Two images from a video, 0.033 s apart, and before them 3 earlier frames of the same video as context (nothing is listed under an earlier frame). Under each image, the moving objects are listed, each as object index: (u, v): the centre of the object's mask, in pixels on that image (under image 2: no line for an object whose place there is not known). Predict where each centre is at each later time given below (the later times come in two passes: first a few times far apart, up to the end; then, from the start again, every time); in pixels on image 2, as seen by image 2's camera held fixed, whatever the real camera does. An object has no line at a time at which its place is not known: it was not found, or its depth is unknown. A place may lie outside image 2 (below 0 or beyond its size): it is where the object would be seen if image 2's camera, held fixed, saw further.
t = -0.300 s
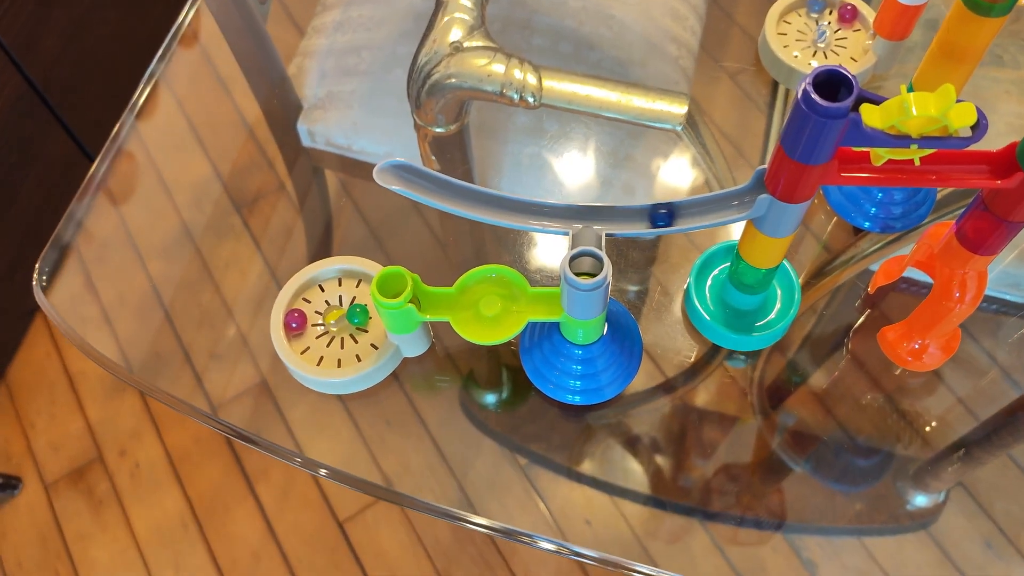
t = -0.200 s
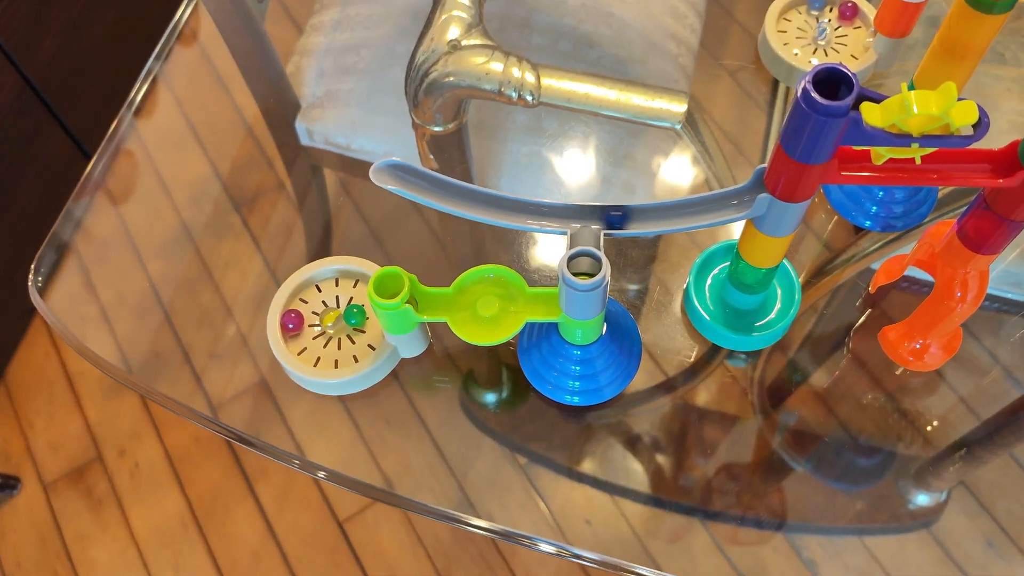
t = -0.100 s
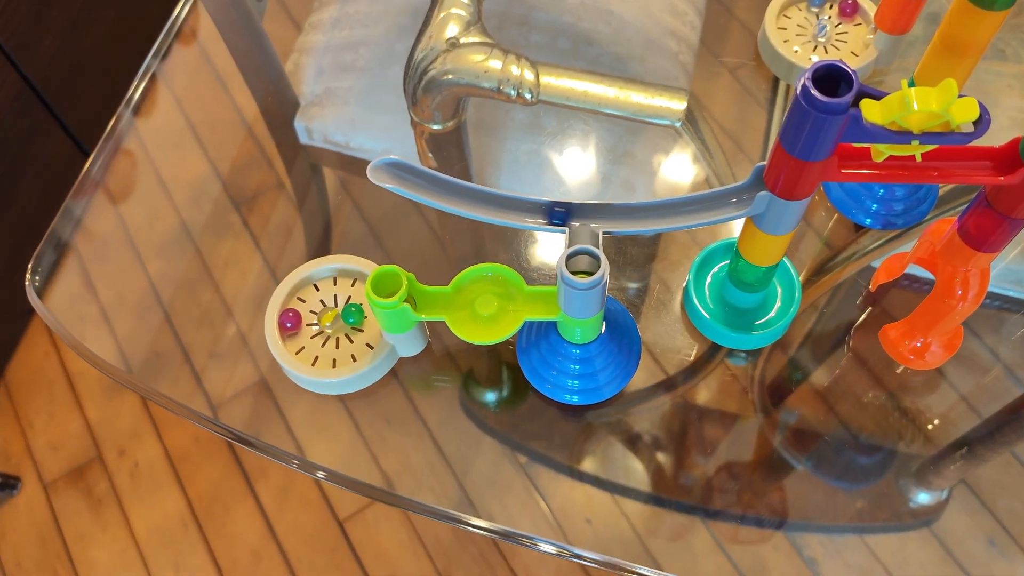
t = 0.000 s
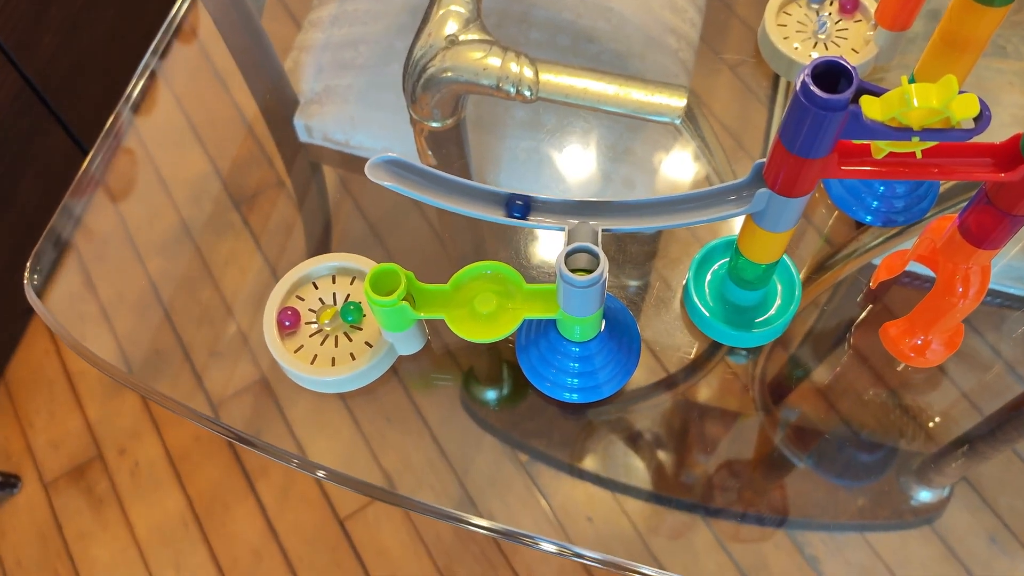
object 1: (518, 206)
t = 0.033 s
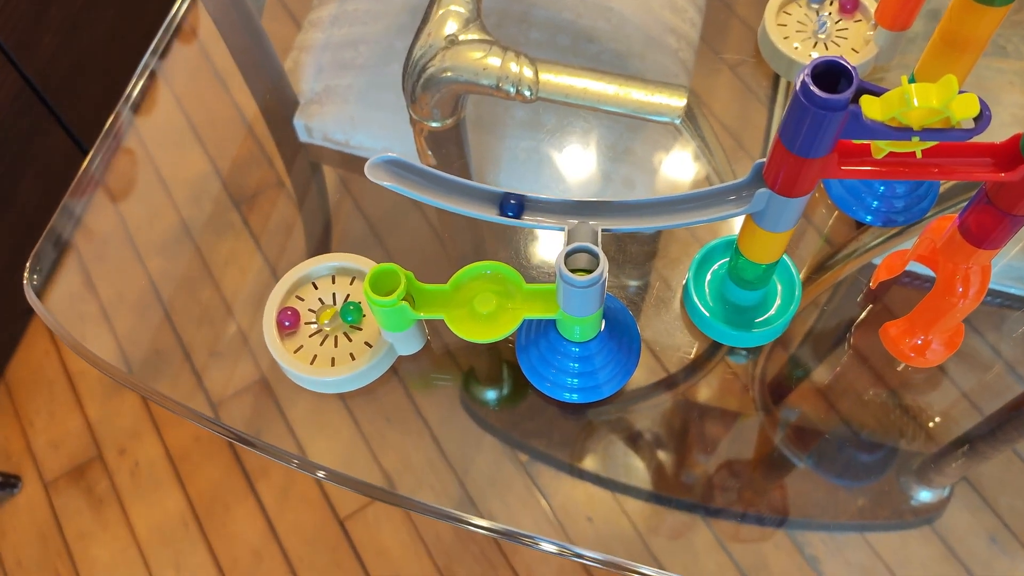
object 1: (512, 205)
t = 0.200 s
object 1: (537, 208)
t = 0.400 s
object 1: (625, 211)
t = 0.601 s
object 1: (633, 207)
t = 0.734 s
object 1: (585, 208)
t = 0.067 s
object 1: (509, 204)
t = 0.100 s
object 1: (511, 205)
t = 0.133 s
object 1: (516, 206)
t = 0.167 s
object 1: (524, 207)
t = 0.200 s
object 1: (537, 208)
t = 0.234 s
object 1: (552, 210)
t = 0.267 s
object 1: (568, 211)
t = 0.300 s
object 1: (584, 213)
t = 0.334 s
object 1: (600, 212)
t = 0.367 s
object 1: (612, 211)
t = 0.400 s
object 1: (625, 211)
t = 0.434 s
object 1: (634, 210)
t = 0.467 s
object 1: (641, 209)
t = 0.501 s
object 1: (644, 208)
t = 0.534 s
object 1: (643, 208)
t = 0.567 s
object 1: (640, 208)
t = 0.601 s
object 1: (633, 207)
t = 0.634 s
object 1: (623, 207)
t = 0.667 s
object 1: (612, 207)
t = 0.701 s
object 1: (598, 208)
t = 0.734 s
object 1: (585, 208)
